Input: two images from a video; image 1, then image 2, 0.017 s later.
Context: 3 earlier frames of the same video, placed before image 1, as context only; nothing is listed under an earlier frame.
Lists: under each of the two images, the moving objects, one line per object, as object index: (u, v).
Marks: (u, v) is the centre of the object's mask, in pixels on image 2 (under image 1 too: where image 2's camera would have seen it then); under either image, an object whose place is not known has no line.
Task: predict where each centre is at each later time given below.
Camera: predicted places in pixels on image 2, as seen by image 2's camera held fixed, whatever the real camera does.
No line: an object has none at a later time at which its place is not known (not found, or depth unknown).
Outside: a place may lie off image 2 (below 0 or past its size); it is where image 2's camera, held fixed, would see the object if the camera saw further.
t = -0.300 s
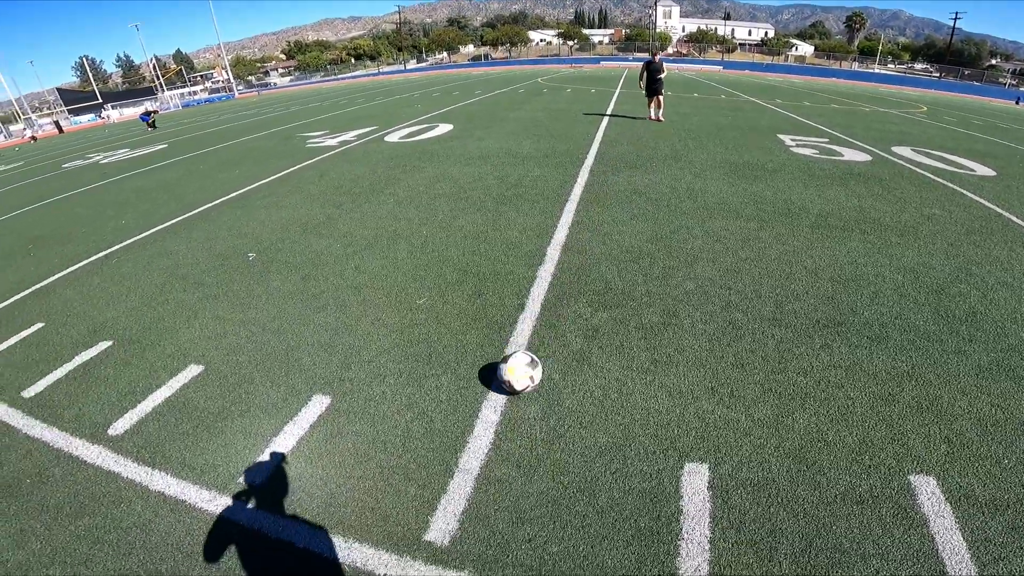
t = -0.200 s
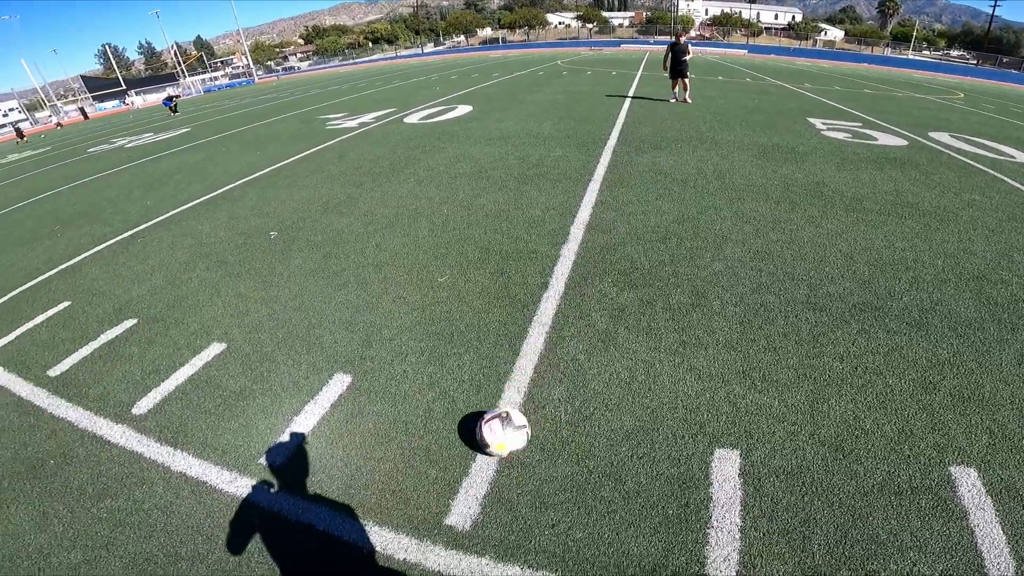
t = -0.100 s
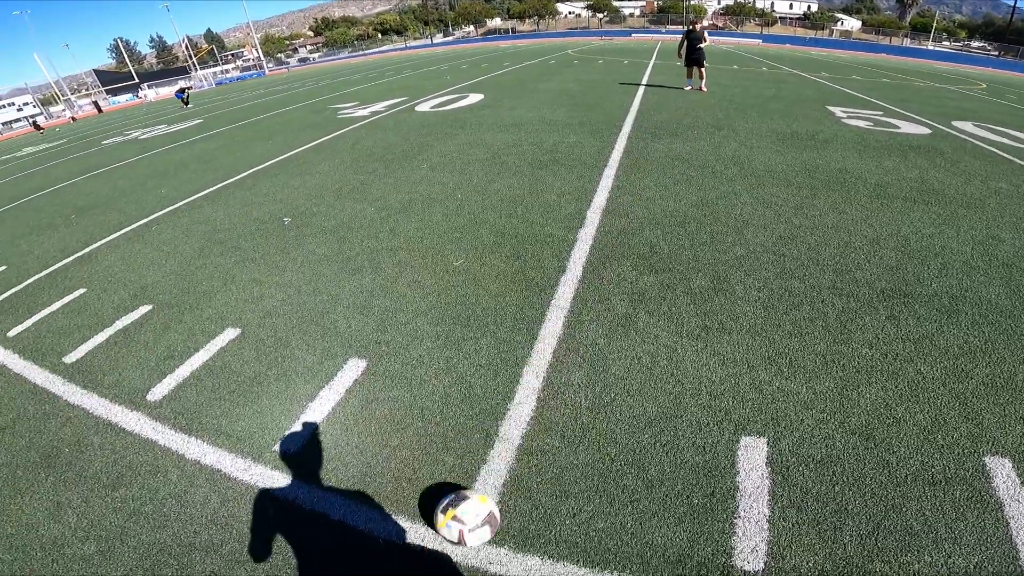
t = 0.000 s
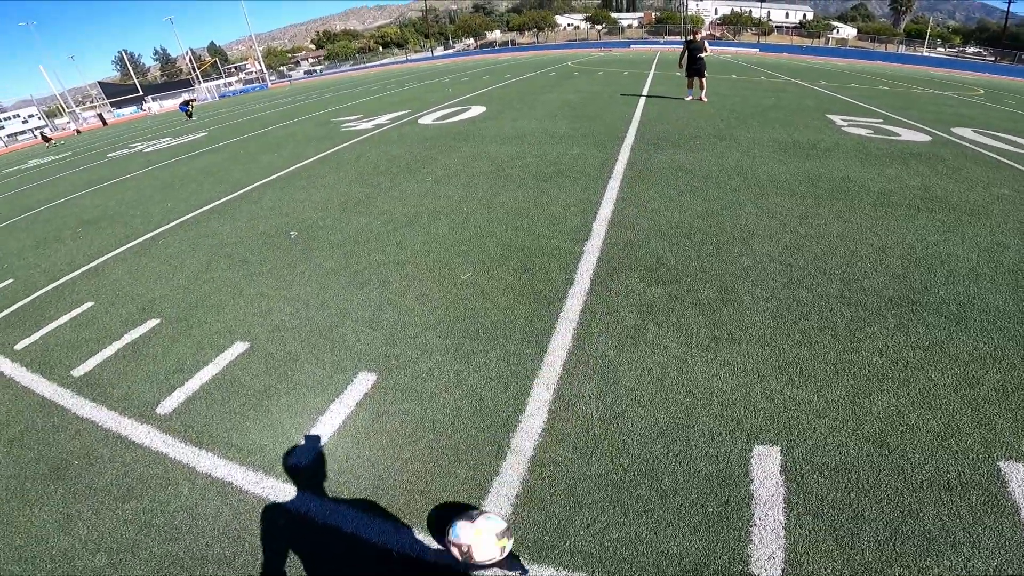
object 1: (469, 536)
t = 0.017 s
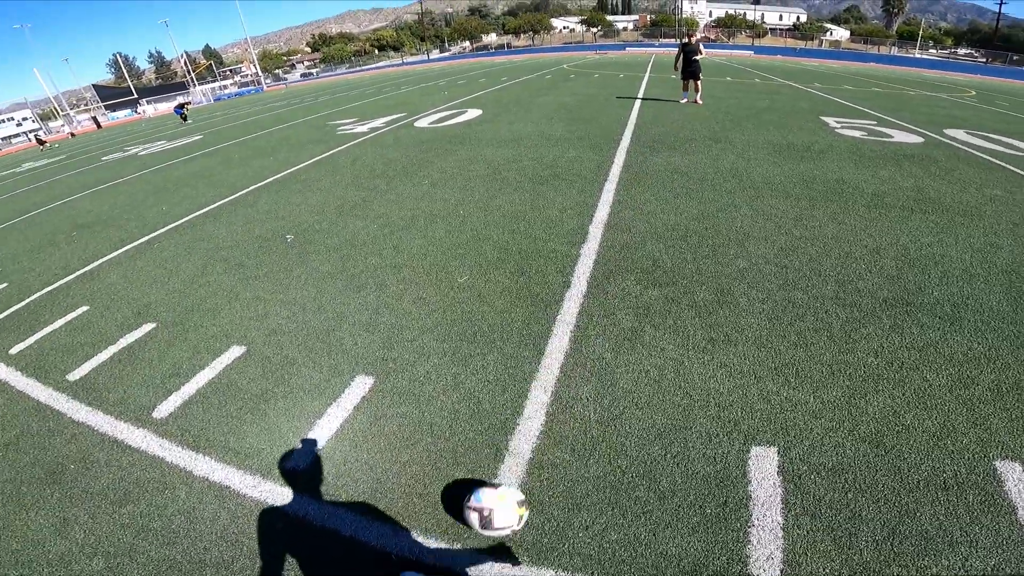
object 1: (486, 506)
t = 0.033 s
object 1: (501, 479)
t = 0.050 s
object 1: (514, 453)
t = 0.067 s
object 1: (528, 428)
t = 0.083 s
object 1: (540, 406)
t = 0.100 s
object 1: (551, 386)
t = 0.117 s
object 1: (561, 369)
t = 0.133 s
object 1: (570, 352)
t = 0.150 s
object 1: (578, 338)
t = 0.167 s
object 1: (586, 325)
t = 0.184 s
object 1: (593, 313)
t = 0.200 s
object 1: (599, 303)
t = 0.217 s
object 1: (603, 293)
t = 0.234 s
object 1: (607, 284)
